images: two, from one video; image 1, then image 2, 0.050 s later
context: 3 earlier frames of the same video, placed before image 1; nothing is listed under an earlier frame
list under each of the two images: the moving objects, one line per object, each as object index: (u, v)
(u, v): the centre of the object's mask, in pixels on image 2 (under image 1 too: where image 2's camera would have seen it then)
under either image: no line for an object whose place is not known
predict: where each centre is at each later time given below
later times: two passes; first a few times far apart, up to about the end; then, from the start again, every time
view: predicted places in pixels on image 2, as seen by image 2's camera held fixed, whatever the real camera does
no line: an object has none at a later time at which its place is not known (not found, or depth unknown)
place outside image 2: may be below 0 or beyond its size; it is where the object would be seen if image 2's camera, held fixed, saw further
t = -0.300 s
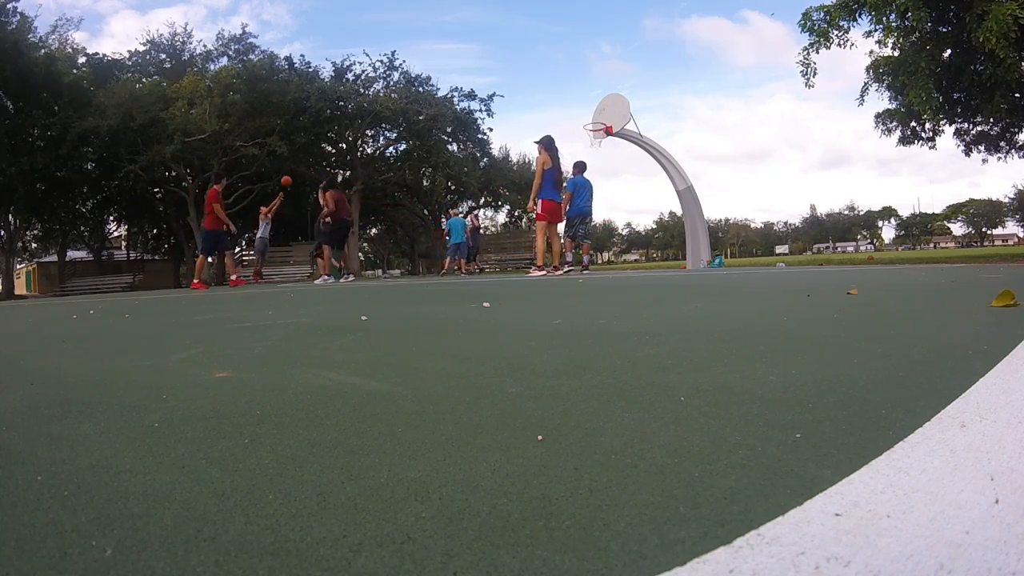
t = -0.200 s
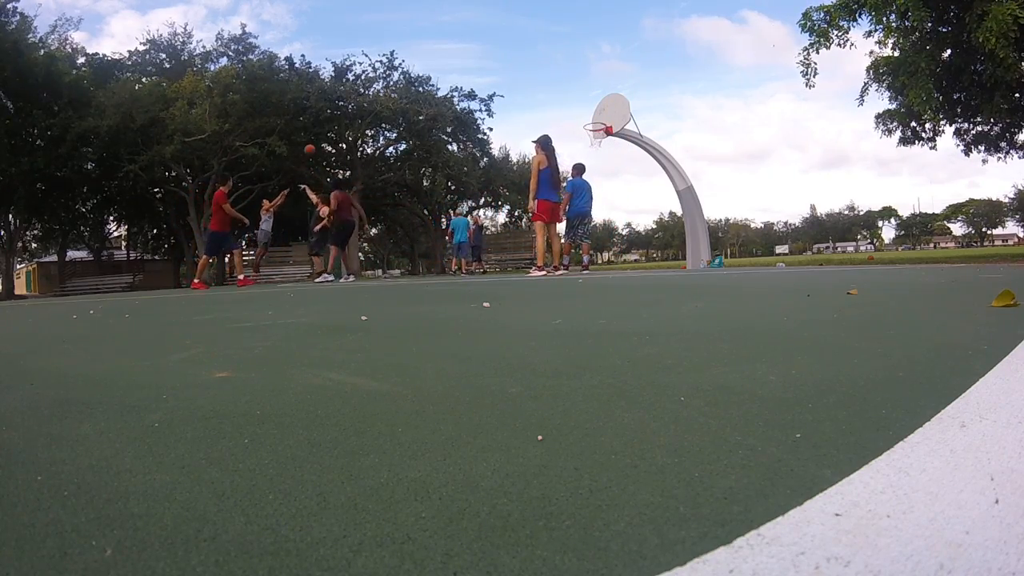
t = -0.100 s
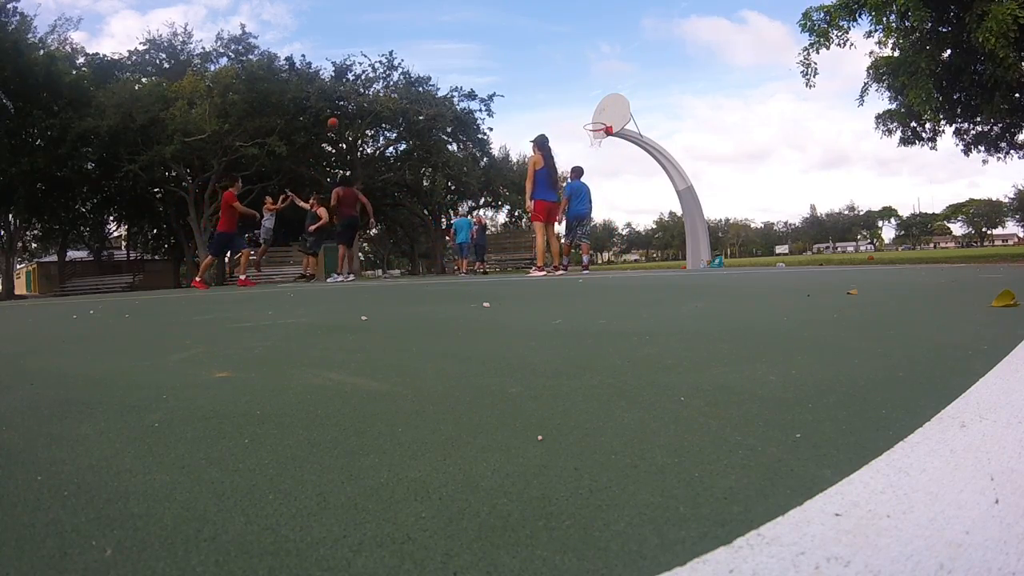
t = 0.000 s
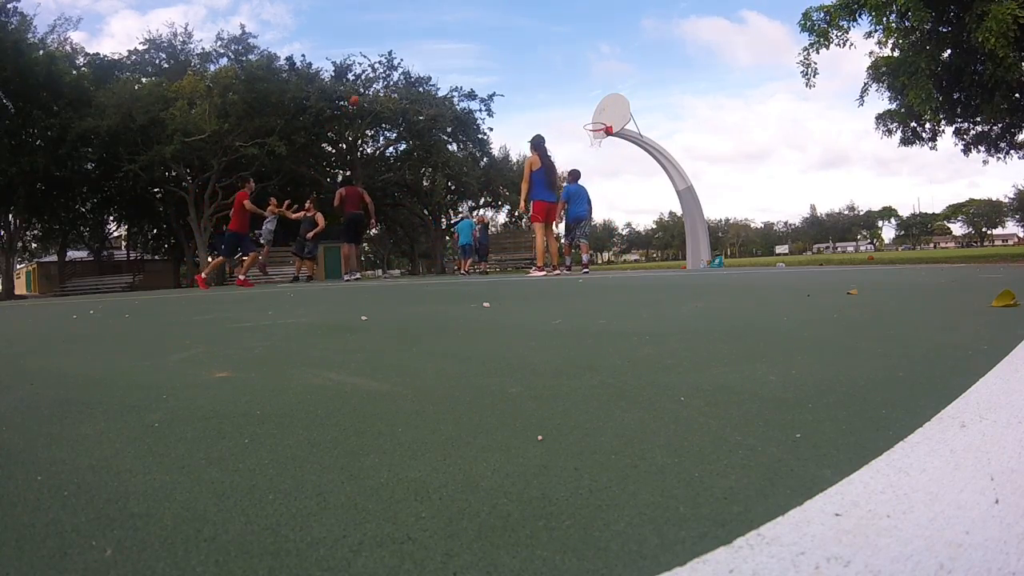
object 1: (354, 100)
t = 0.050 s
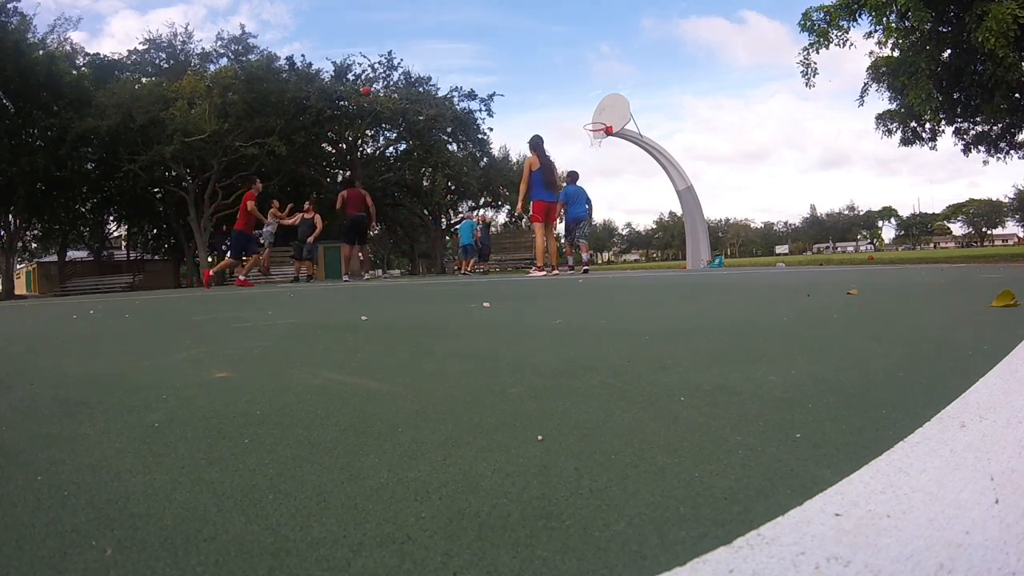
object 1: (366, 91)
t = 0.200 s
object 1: (398, 69)
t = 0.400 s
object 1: (441, 53)
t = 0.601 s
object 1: (482, 53)
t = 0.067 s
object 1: (370, 88)
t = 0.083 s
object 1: (373, 85)
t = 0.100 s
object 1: (377, 82)
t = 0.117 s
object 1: (380, 80)
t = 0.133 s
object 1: (384, 78)
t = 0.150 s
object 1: (388, 76)
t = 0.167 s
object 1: (391, 73)
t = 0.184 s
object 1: (395, 71)
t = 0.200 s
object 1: (398, 69)
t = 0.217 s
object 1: (402, 67)
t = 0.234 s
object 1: (406, 65)
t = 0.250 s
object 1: (410, 64)
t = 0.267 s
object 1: (413, 62)
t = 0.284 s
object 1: (417, 61)
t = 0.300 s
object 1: (420, 59)
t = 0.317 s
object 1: (424, 58)
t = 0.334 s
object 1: (427, 57)
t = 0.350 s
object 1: (430, 56)
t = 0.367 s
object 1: (434, 55)
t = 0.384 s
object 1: (437, 54)
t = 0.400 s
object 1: (441, 53)
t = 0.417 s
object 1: (444, 53)
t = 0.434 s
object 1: (448, 52)
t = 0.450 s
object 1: (451, 52)
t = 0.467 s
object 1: (454, 51)
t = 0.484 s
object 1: (458, 51)
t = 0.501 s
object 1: (461, 51)
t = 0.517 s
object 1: (465, 51)
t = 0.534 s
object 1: (468, 51)
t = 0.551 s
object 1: (471, 51)
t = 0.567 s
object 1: (475, 51)
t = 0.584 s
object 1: (478, 52)
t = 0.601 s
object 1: (482, 53)
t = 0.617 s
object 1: (485, 53)
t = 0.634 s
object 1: (489, 54)
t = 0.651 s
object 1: (492, 55)
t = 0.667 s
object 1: (496, 56)
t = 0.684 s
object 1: (499, 57)
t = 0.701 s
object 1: (502, 58)
